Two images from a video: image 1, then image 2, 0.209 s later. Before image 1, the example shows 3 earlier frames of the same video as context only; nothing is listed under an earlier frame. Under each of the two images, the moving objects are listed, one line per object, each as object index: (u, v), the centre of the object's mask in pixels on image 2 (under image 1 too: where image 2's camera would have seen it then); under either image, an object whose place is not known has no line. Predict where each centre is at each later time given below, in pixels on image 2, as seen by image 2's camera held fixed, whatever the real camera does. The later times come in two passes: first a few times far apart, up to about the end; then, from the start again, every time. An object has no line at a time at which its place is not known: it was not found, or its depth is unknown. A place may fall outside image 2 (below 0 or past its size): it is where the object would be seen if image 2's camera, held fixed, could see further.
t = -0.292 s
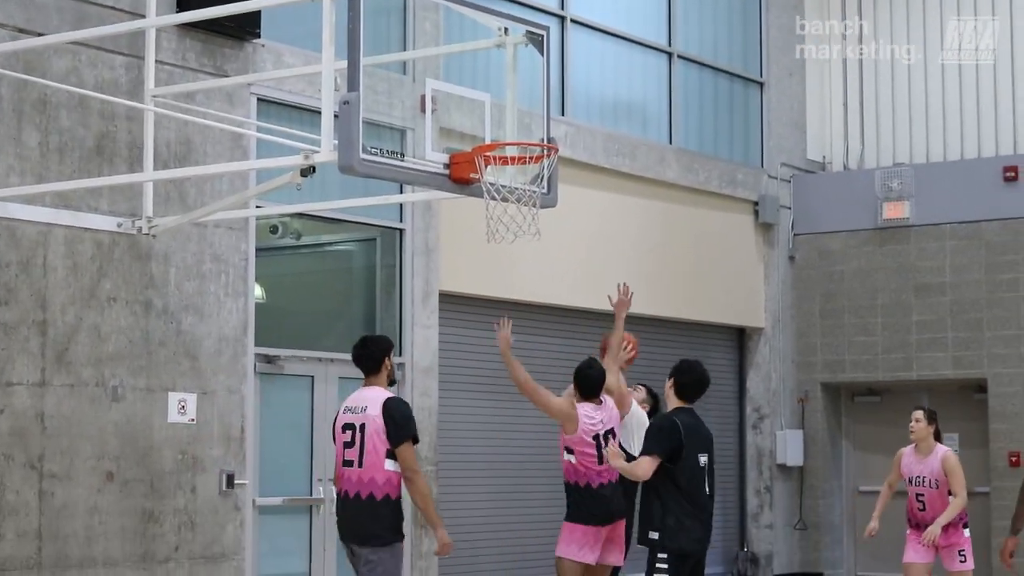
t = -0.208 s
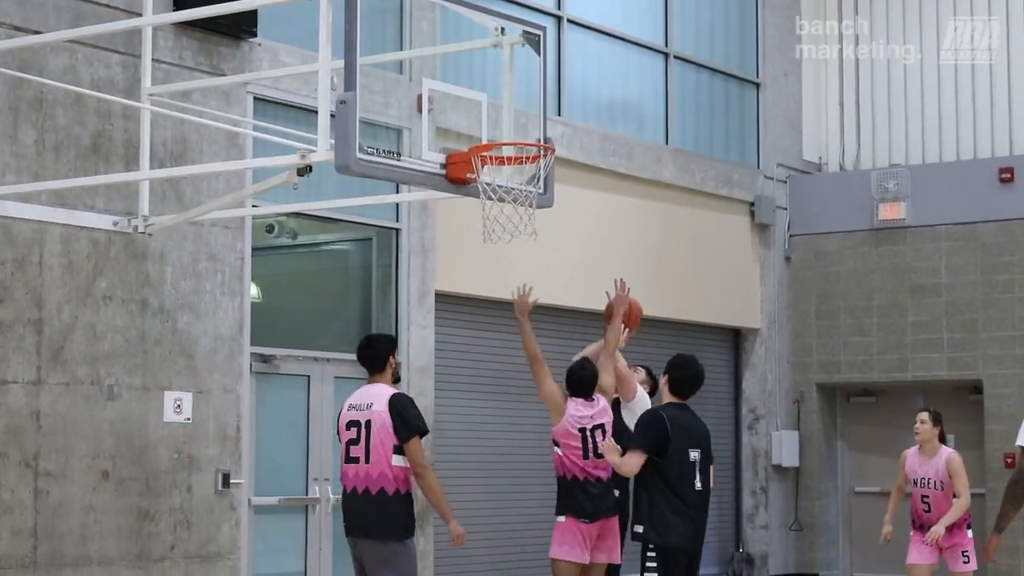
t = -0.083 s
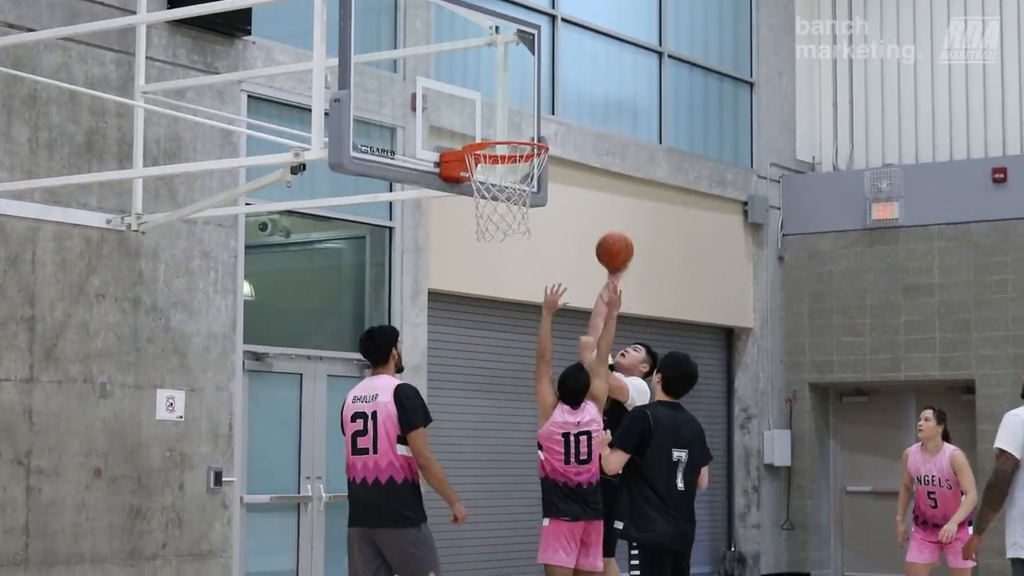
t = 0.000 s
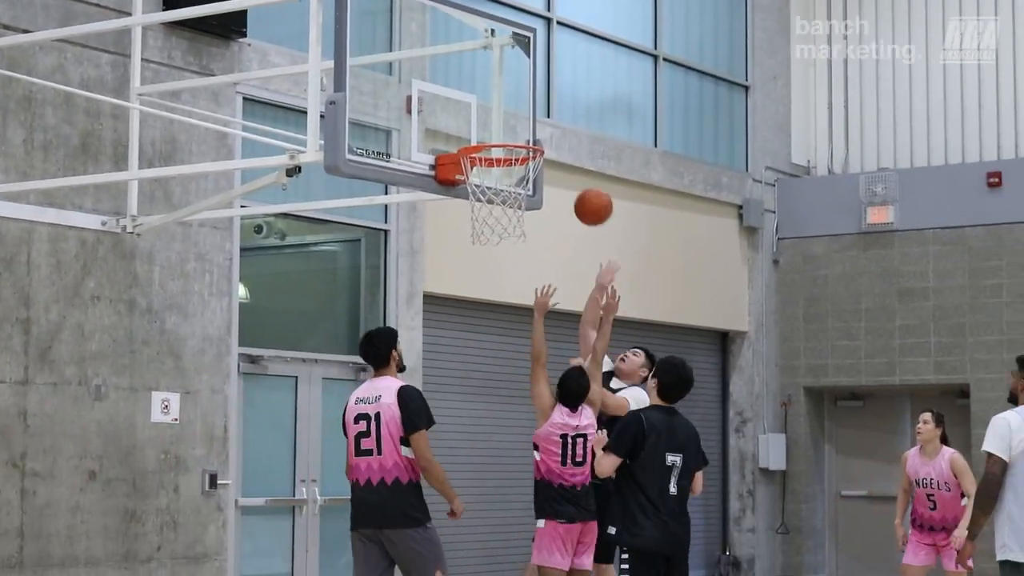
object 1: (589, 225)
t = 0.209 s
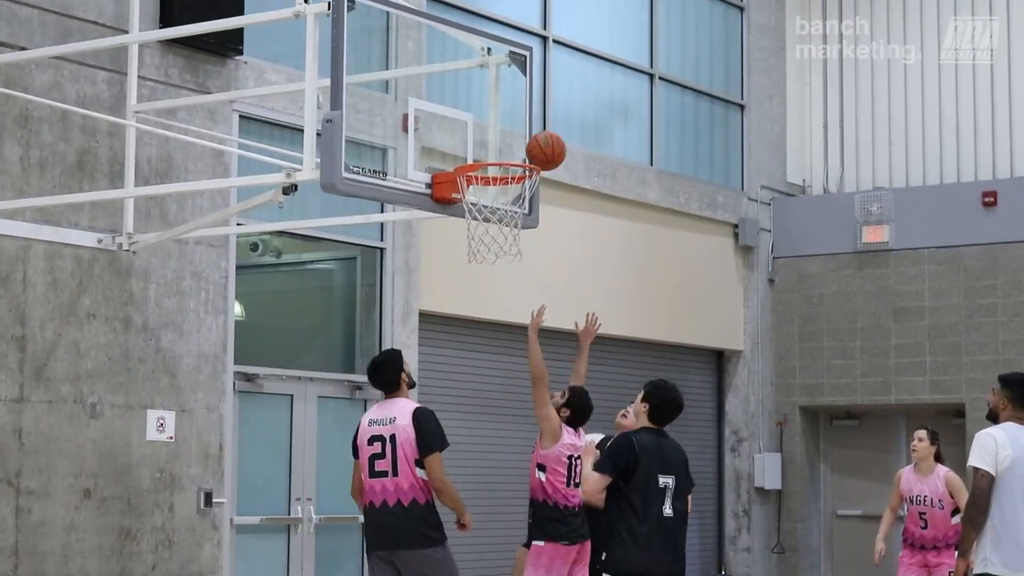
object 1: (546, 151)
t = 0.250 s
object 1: (534, 141)
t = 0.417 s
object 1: (495, 138)
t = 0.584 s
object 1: (499, 149)
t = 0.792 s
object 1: (509, 154)
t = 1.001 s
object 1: (494, 152)
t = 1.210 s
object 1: (487, 180)
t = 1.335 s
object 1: (482, 221)
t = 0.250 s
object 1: (534, 141)
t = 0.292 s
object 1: (527, 137)
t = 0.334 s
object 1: (515, 134)
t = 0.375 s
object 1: (507, 135)
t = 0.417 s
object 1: (495, 138)
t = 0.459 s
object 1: (487, 142)
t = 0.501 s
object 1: (474, 150)
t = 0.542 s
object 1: (480, 150)
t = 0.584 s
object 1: (499, 149)
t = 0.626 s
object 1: (511, 154)
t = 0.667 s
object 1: (515, 153)
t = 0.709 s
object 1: (513, 148)
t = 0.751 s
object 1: (511, 148)
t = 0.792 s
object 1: (509, 154)
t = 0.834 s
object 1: (506, 154)
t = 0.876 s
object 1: (504, 147)
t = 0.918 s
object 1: (500, 146)
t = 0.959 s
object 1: (498, 146)
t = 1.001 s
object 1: (494, 152)
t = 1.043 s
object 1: (492, 160)
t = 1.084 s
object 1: (491, 162)
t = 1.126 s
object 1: (490, 165)
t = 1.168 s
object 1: (488, 172)
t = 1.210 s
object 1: (487, 180)
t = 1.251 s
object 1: (484, 193)
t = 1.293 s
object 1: (482, 204)
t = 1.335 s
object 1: (482, 221)
